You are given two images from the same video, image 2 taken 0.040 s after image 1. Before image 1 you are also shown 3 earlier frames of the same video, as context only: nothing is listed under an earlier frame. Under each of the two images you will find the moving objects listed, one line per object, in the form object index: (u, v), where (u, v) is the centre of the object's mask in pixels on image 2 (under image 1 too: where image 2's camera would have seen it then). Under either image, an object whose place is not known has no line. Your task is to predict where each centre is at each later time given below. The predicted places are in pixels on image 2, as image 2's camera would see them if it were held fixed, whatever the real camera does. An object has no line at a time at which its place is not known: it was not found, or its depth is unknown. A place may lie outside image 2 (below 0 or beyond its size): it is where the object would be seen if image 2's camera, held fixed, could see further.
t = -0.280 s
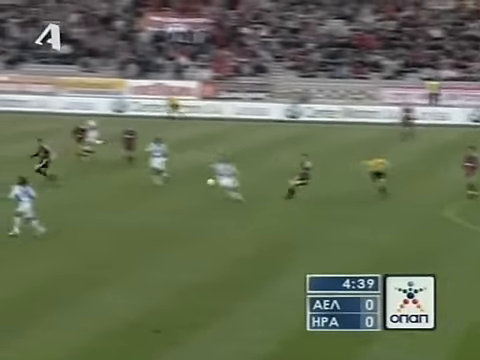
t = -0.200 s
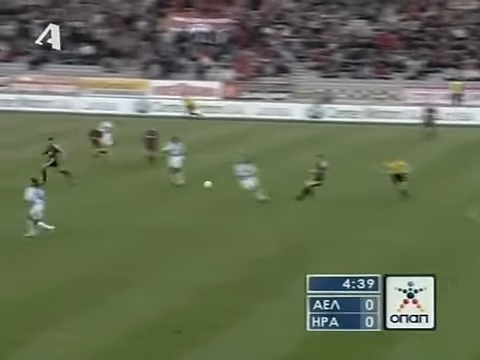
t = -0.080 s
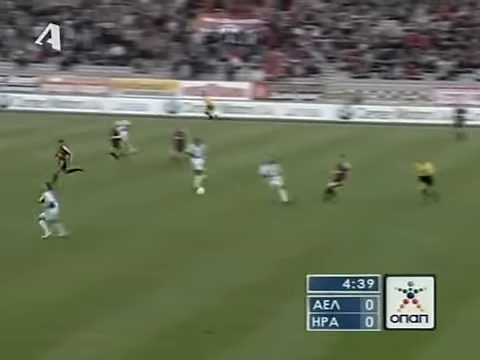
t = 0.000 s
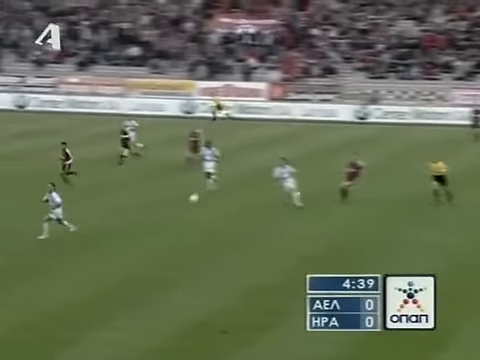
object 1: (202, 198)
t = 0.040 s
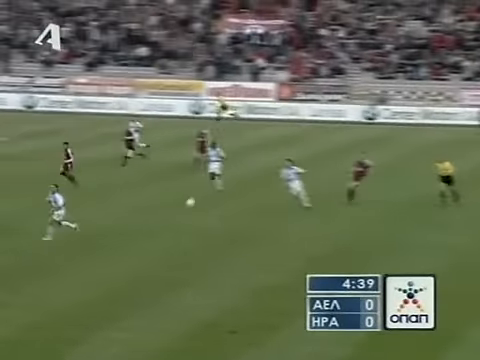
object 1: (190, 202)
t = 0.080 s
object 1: (178, 207)
